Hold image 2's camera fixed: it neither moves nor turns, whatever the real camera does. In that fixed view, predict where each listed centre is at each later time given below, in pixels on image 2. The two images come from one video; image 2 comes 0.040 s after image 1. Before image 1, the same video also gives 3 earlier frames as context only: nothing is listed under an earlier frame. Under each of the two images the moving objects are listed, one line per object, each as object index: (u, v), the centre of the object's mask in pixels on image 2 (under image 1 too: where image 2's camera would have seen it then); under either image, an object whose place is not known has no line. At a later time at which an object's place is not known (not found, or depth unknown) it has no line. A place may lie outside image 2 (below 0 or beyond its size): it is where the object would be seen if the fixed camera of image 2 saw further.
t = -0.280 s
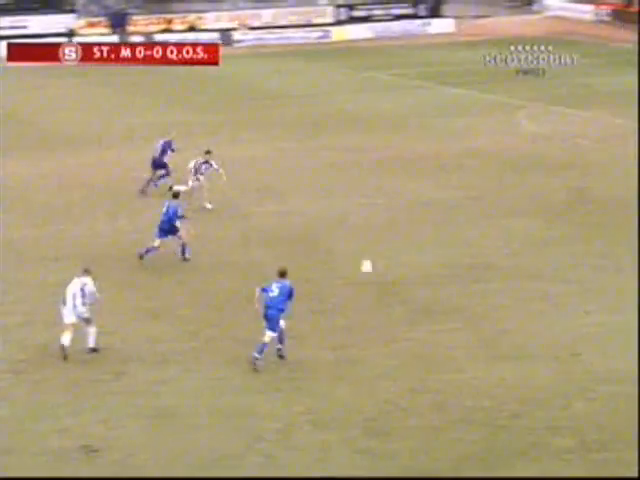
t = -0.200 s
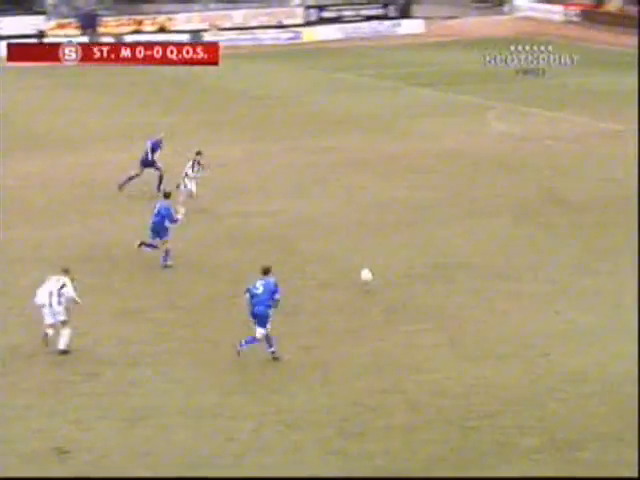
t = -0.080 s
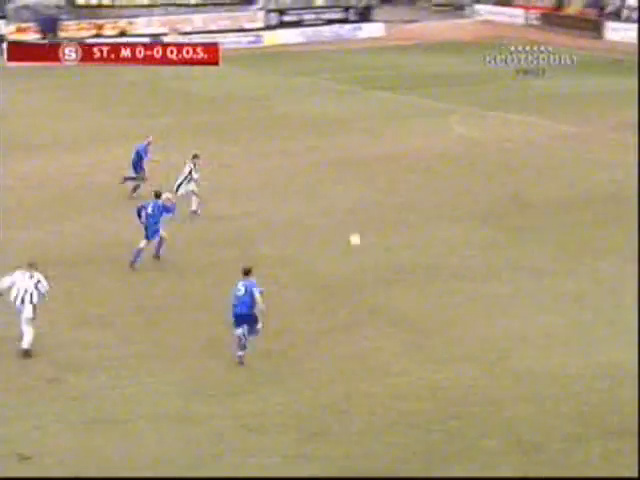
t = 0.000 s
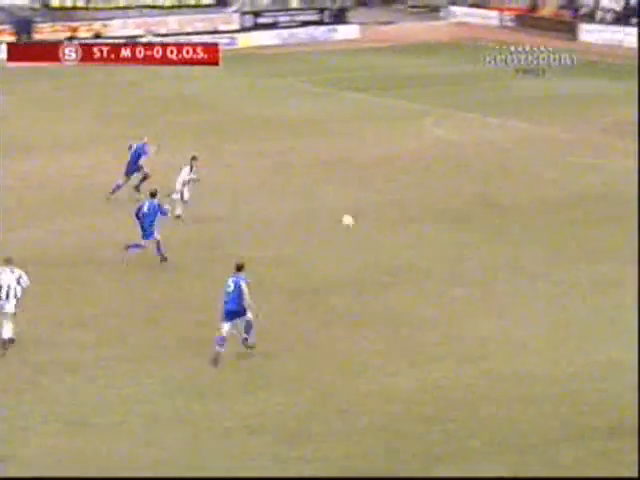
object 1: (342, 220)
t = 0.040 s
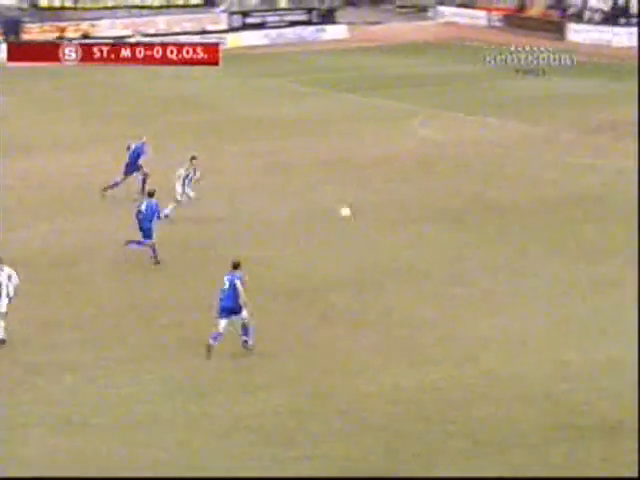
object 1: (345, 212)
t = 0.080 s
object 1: (348, 204)
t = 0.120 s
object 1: (350, 196)
